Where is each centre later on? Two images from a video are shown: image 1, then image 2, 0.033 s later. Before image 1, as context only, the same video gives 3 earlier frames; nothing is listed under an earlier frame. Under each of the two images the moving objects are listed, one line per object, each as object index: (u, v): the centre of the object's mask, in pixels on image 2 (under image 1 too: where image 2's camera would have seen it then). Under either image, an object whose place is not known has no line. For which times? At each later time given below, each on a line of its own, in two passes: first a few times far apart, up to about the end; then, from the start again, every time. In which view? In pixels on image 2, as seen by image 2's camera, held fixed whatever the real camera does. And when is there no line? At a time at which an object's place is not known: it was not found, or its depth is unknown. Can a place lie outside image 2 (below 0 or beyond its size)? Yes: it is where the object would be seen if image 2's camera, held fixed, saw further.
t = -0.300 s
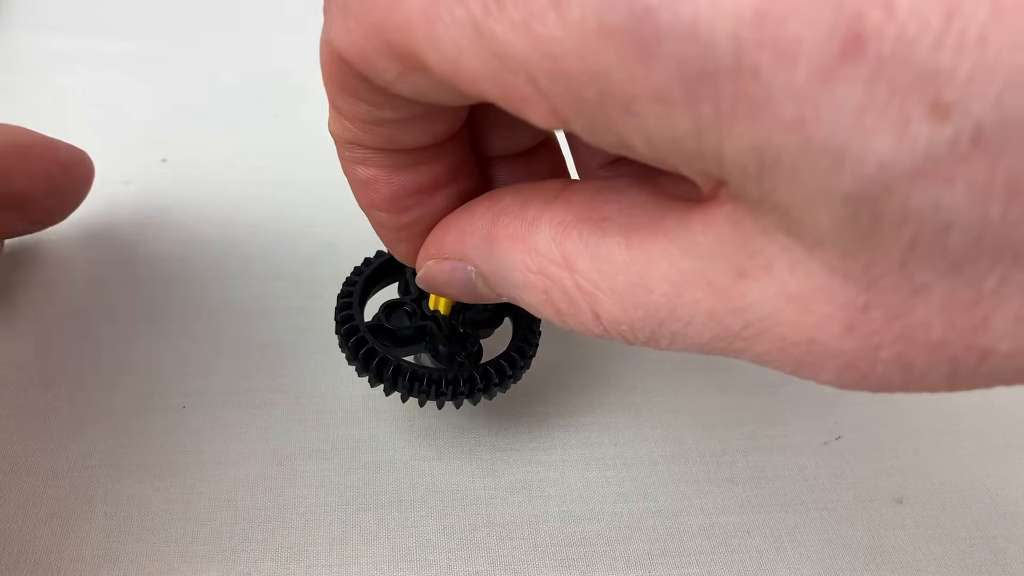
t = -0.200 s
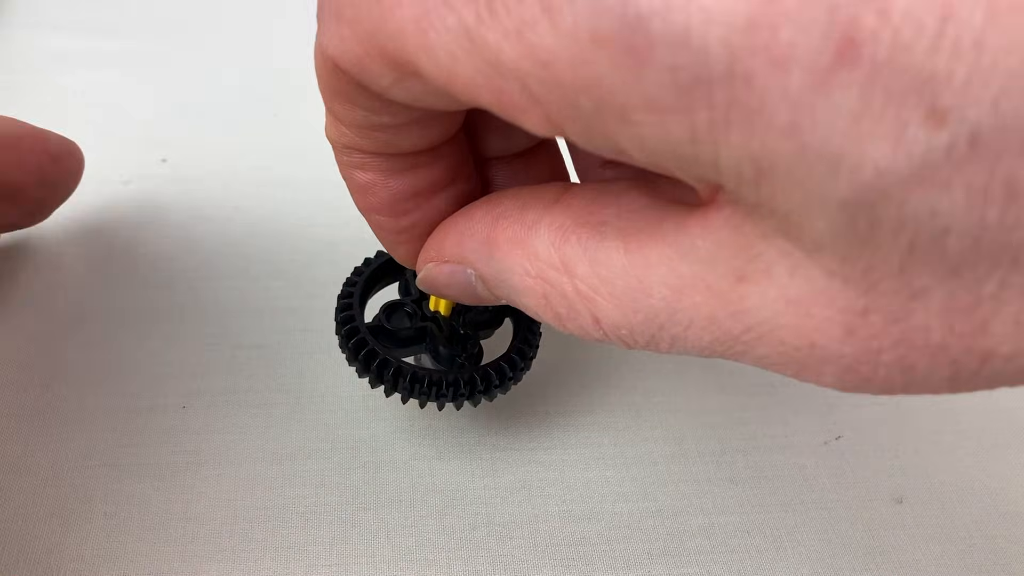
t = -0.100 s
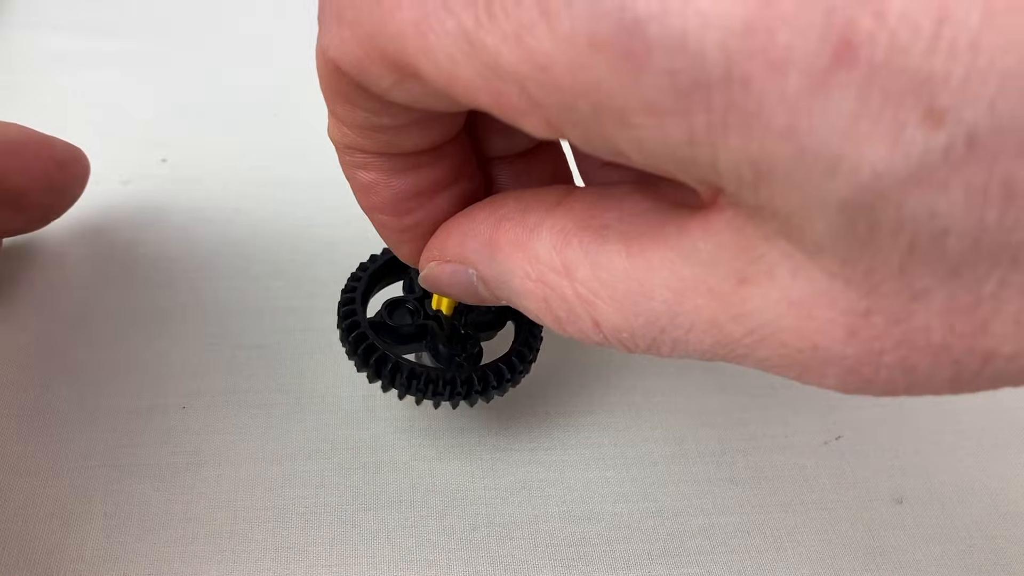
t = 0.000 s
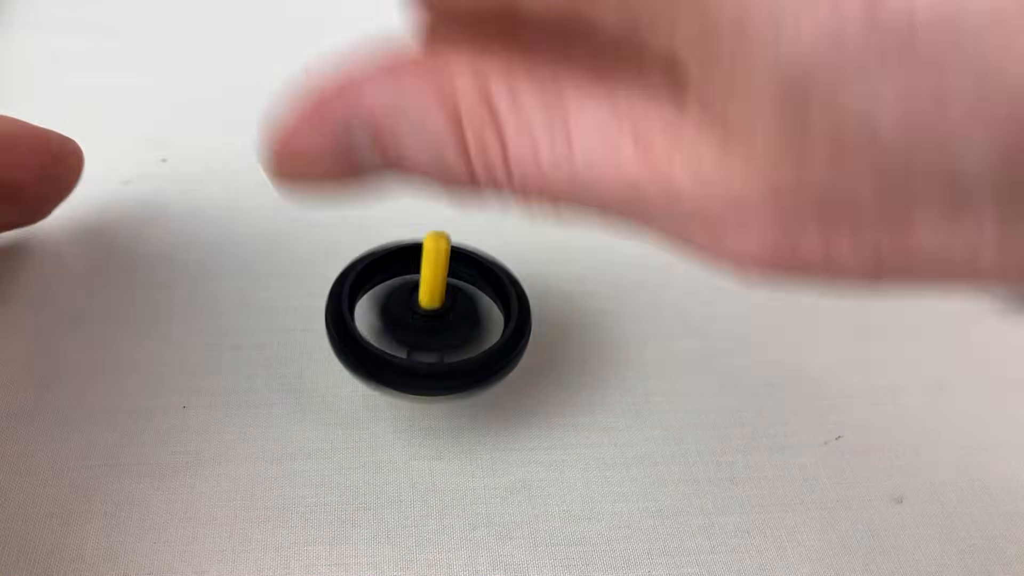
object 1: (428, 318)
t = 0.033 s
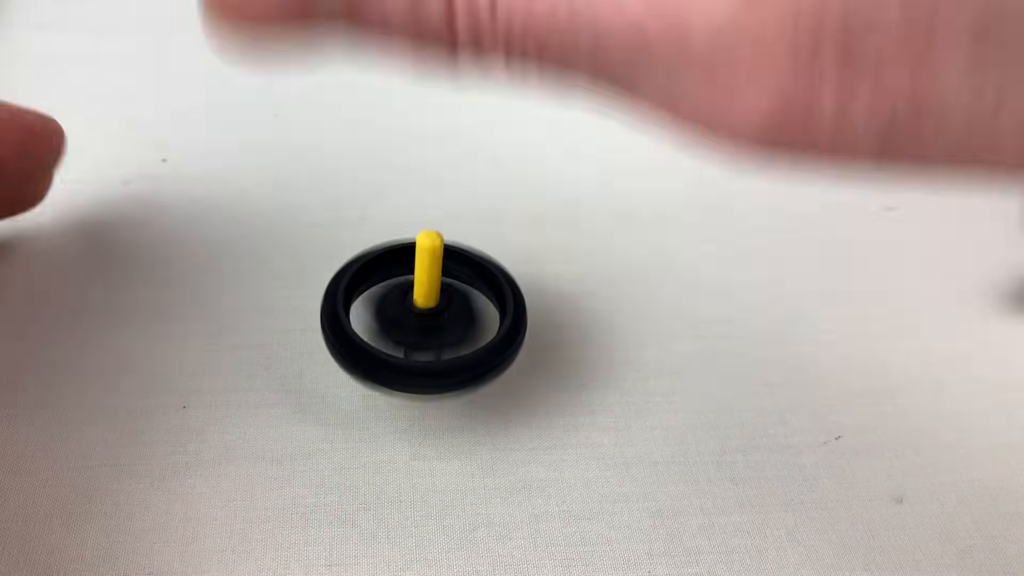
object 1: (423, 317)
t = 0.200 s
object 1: (419, 306)
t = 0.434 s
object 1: (427, 277)
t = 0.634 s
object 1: (445, 246)
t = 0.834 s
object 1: (467, 212)
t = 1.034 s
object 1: (494, 180)
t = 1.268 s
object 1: (524, 153)
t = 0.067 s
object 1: (421, 316)
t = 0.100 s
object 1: (420, 314)
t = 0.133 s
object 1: (419, 312)
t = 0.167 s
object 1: (419, 310)
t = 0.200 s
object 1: (419, 306)
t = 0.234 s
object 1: (420, 302)
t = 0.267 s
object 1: (420, 298)
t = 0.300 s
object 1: (421, 293)
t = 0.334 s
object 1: (422, 289)
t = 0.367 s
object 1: (423, 286)
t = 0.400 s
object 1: (425, 282)
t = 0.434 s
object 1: (427, 277)
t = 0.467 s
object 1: (429, 273)
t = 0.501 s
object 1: (433, 268)
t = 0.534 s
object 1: (436, 263)
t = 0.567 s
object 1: (438, 258)
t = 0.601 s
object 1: (443, 252)
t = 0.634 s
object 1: (445, 246)
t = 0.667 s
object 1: (447, 240)
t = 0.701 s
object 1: (450, 234)
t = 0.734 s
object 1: (455, 229)
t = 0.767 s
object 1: (459, 223)
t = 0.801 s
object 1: (463, 218)
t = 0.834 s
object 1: (467, 212)
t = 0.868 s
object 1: (471, 207)
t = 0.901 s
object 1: (475, 201)
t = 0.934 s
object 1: (479, 195)
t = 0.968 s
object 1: (484, 190)
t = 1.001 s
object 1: (489, 186)
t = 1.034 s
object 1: (494, 180)
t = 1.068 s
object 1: (499, 175)
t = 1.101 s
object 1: (504, 170)
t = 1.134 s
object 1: (509, 166)
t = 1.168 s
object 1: (514, 161)
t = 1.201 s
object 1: (518, 158)
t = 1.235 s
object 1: (521, 155)
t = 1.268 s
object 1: (524, 153)
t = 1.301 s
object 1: (528, 152)
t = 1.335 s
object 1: (532, 151)
